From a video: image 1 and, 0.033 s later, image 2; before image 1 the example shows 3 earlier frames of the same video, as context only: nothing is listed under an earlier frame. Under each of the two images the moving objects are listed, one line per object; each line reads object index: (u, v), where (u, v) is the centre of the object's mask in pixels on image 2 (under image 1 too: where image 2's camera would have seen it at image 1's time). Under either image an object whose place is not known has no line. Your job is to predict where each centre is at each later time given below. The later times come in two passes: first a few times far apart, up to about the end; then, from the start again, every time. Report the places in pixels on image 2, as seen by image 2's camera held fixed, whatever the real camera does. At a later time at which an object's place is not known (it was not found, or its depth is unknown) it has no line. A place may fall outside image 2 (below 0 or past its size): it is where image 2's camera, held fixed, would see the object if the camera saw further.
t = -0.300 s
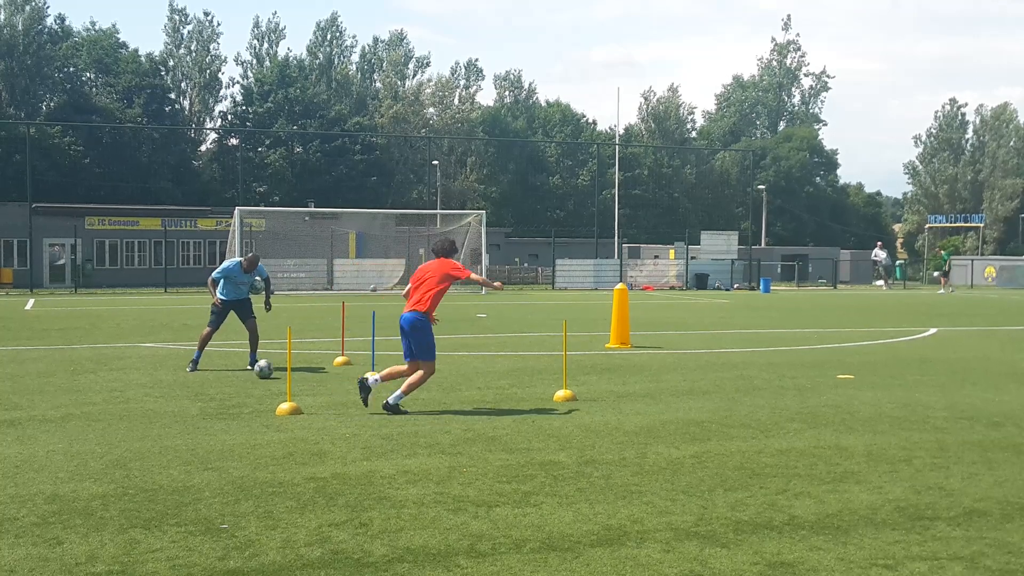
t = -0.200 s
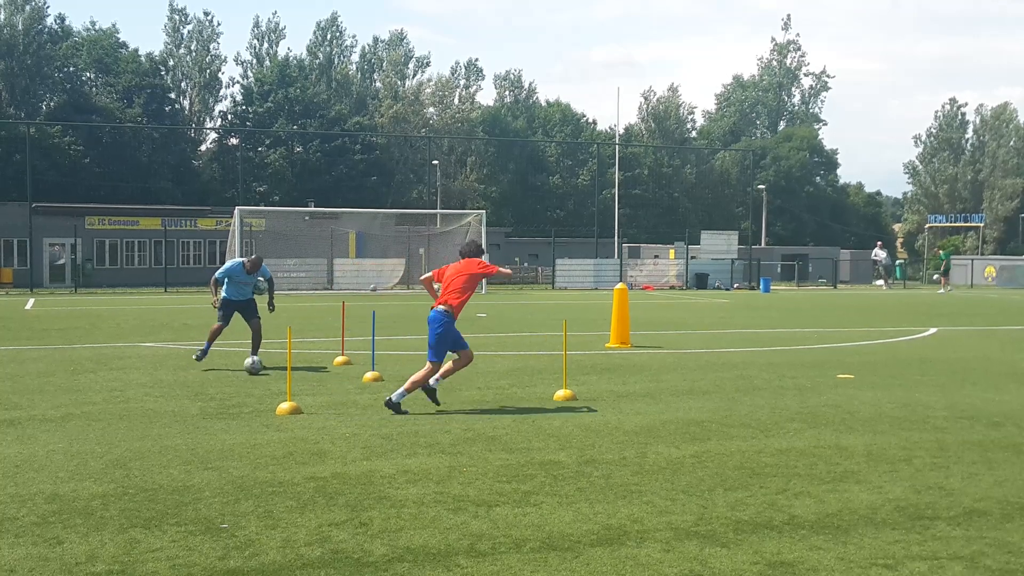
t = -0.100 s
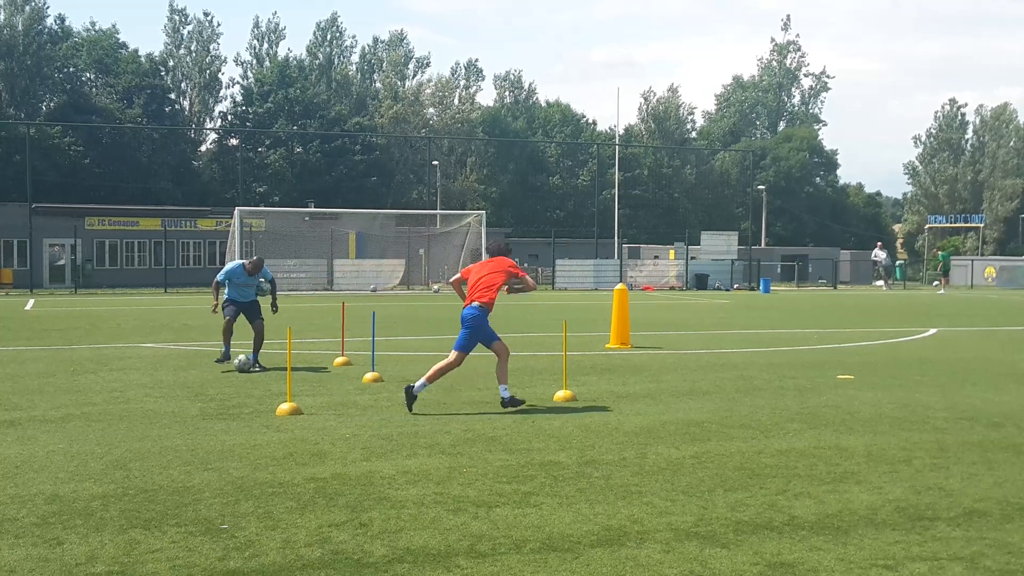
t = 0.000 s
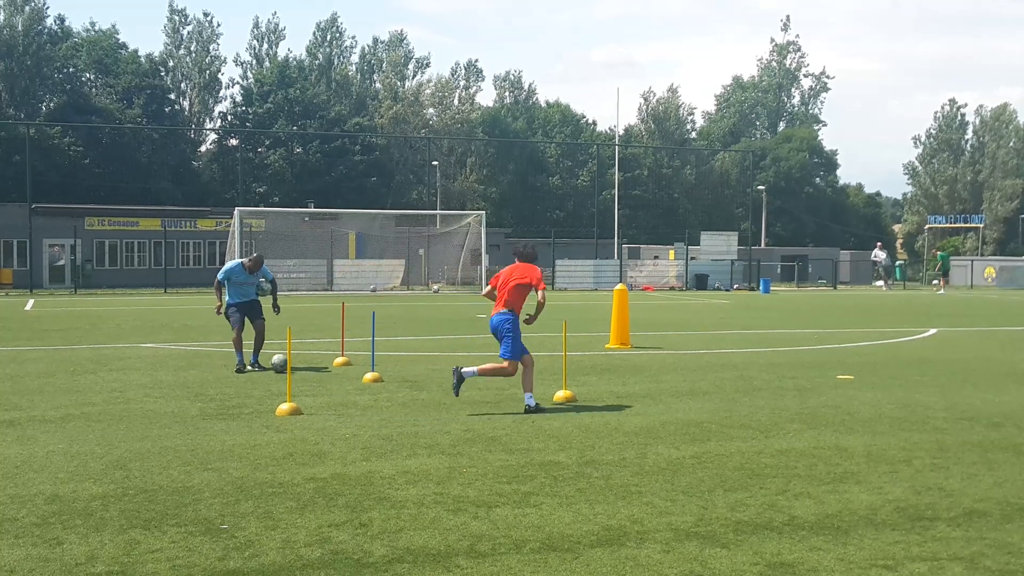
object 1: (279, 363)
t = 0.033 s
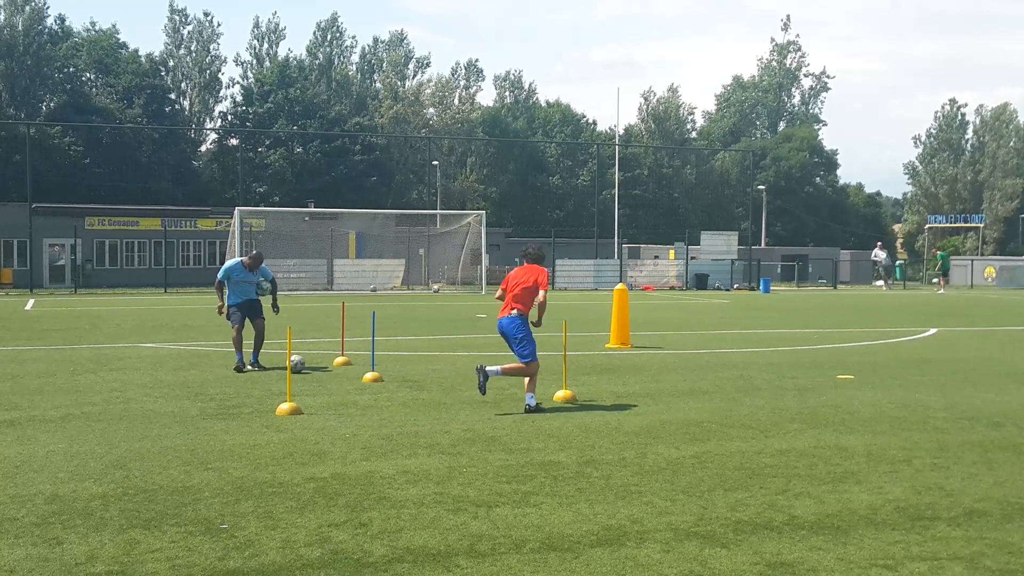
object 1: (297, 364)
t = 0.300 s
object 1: (410, 367)
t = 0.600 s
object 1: (506, 368)
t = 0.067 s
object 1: (312, 365)
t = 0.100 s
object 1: (327, 365)
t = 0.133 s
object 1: (342, 366)
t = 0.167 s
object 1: (356, 366)
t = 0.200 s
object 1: (370, 365)
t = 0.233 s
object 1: (384, 366)
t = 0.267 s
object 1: (397, 366)
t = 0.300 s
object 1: (410, 367)
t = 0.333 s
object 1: (422, 367)
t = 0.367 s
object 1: (434, 367)
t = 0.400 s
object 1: (446, 368)
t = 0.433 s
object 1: (456, 368)
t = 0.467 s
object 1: (467, 368)
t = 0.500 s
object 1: (477, 368)
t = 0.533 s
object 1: (487, 368)
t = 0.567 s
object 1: (497, 368)
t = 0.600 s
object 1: (506, 368)
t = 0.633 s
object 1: (516, 369)
